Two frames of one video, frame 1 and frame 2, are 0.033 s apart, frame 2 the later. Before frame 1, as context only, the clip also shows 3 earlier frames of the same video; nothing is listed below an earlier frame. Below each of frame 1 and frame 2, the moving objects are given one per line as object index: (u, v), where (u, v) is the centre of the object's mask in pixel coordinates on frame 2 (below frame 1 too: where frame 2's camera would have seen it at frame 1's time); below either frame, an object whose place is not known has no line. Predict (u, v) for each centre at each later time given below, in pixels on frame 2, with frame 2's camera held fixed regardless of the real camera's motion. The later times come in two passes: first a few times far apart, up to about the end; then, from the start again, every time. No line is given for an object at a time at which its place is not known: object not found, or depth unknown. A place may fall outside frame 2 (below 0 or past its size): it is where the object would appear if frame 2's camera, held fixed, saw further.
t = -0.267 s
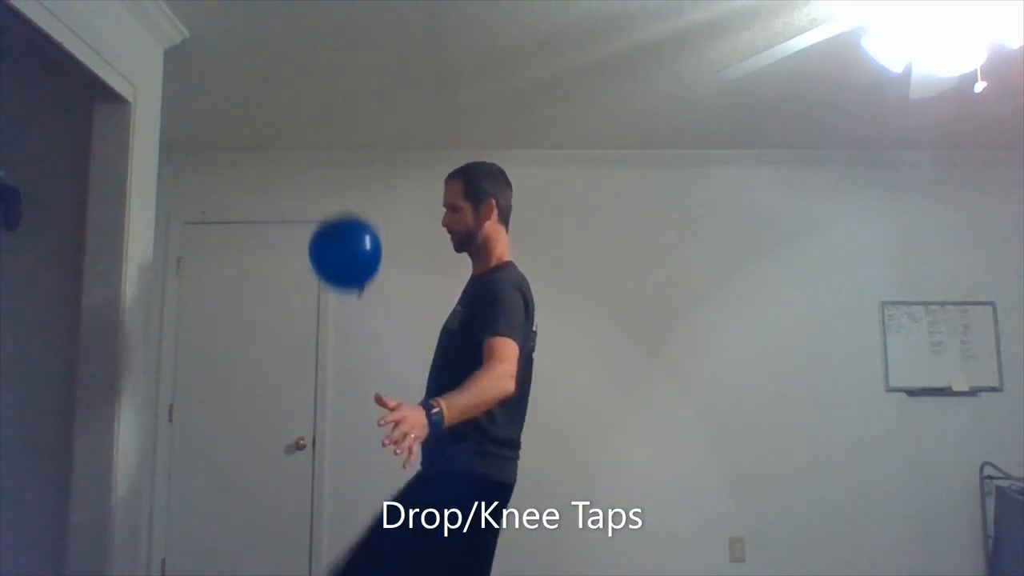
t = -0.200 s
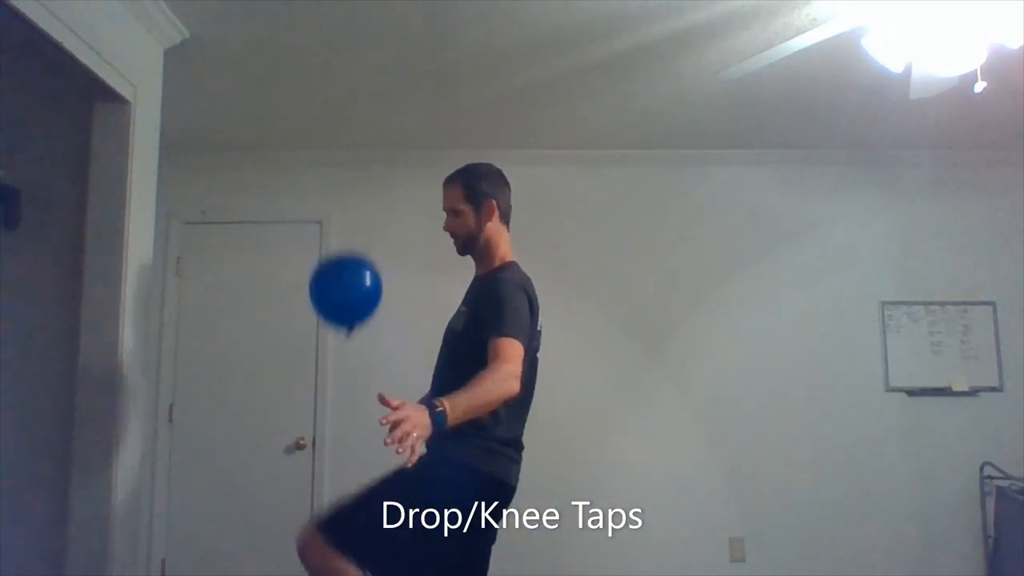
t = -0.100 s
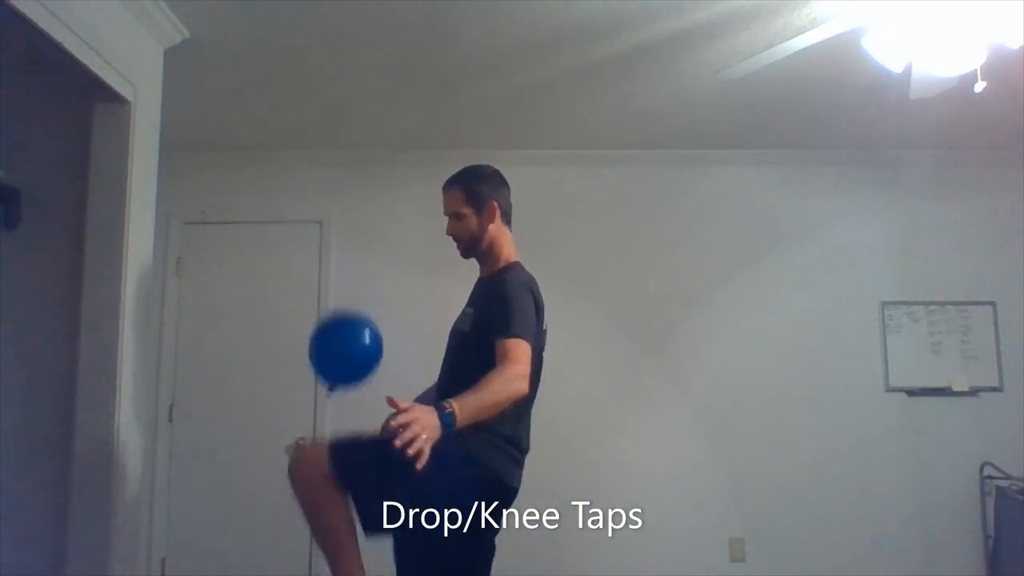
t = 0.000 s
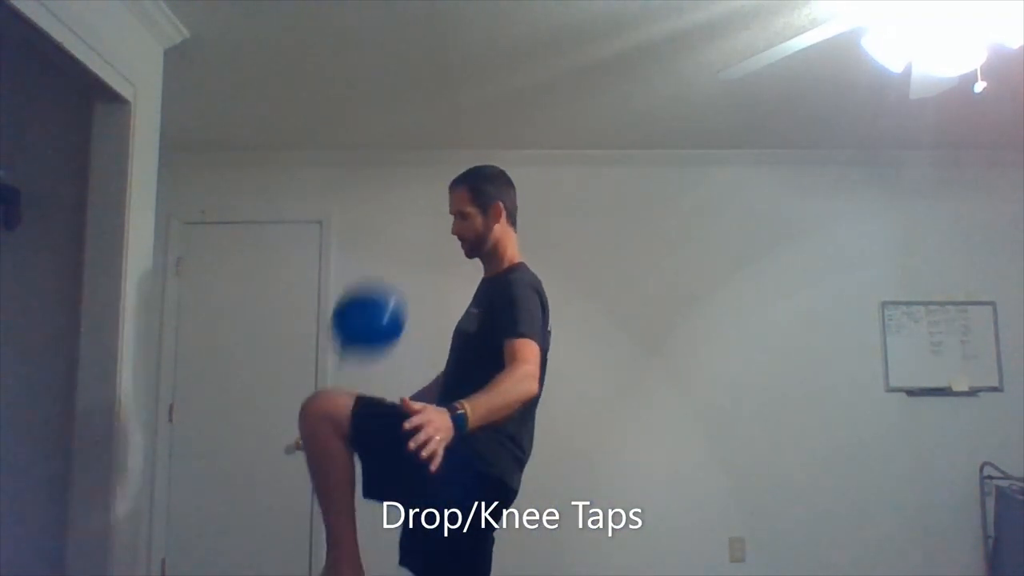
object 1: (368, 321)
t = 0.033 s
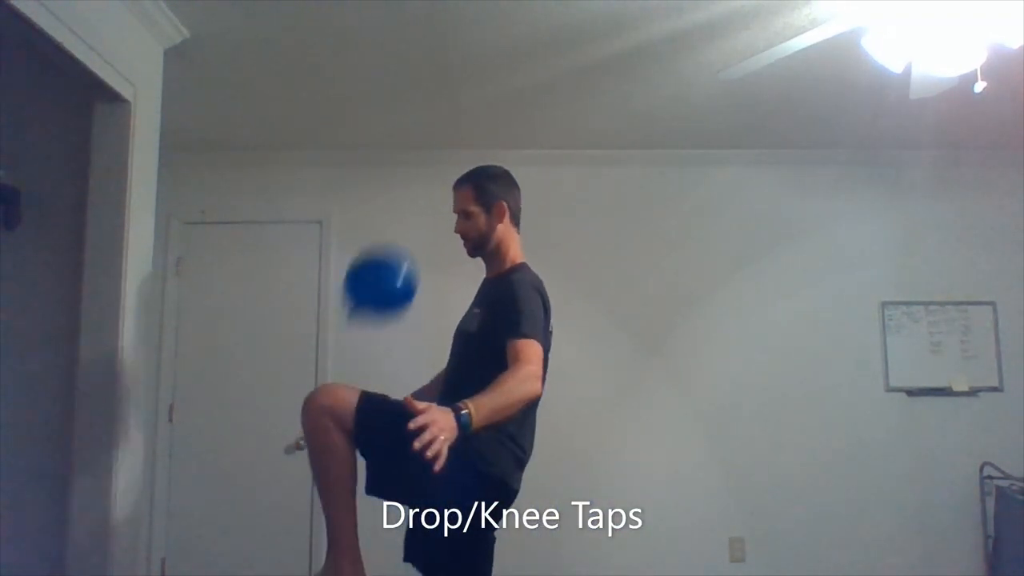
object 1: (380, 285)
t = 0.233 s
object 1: (436, 121)
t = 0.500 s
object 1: (467, 41)
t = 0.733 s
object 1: (485, 44)
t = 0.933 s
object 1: (499, 79)
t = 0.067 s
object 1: (391, 250)
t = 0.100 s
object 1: (401, 220)
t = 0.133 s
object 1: (411, 191)
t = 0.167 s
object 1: (421, 163)
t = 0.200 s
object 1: (428, 140)
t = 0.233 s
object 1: (436, 121)
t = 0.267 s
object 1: (442, 103)
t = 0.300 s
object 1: (447, 88)
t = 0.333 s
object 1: (452, 76)
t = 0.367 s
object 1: (456, 65)
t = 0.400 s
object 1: (459, 57)
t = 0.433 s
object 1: (462, 50)
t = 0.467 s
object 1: (464, 45)
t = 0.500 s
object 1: (467, 41)
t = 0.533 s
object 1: (470, 39)
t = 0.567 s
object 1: (472, 37)
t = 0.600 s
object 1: (475, 37)
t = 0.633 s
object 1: (477, 37)
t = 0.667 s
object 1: (480, 38)
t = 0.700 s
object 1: (482, 41)
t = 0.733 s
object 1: (485, 44)
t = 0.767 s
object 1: (488, 48)
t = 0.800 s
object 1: (490, 52)
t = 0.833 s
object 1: (493, 58)
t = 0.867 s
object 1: (495, 64)
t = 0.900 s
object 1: (497, 71)
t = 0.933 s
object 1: (499, 79)
